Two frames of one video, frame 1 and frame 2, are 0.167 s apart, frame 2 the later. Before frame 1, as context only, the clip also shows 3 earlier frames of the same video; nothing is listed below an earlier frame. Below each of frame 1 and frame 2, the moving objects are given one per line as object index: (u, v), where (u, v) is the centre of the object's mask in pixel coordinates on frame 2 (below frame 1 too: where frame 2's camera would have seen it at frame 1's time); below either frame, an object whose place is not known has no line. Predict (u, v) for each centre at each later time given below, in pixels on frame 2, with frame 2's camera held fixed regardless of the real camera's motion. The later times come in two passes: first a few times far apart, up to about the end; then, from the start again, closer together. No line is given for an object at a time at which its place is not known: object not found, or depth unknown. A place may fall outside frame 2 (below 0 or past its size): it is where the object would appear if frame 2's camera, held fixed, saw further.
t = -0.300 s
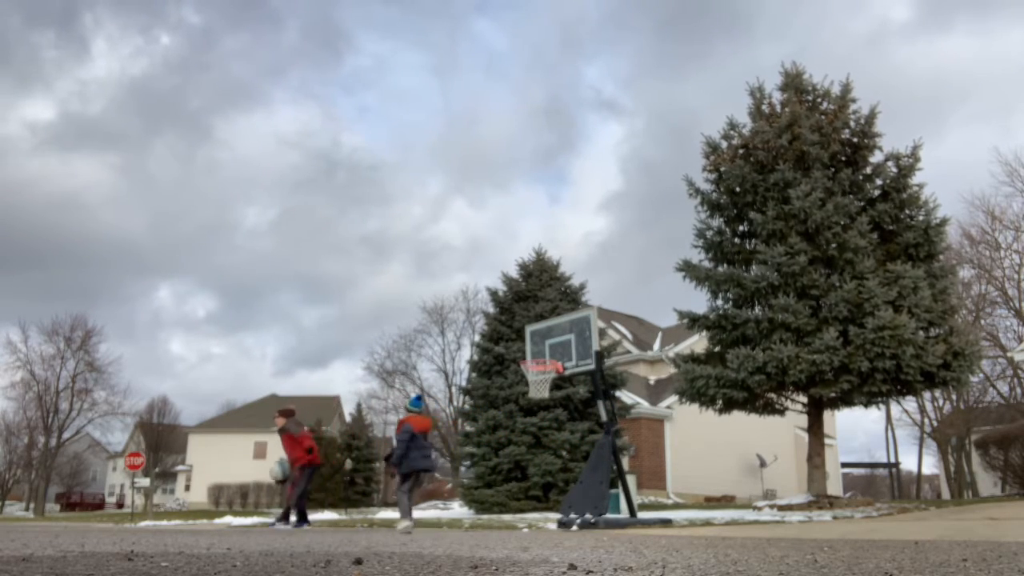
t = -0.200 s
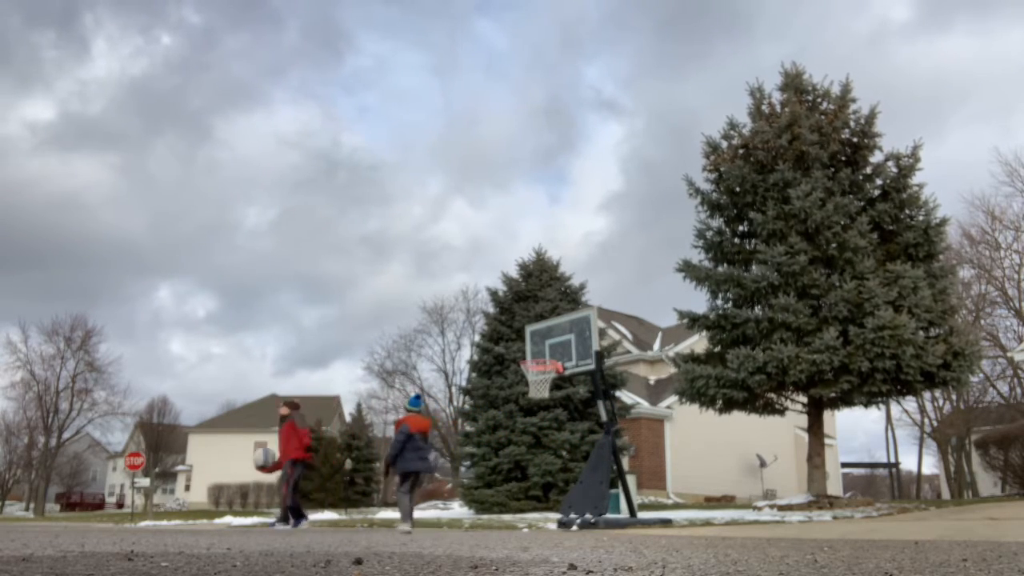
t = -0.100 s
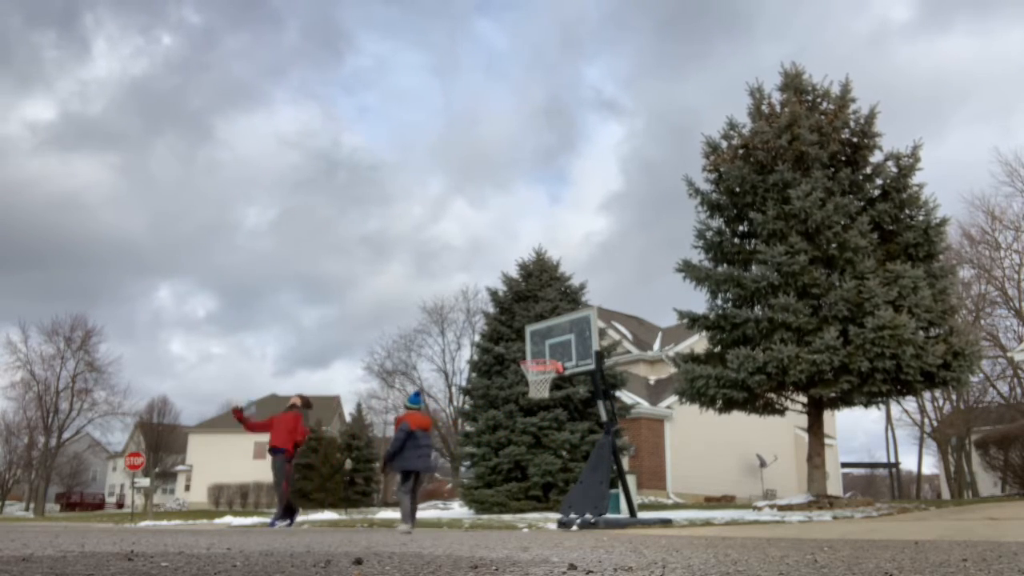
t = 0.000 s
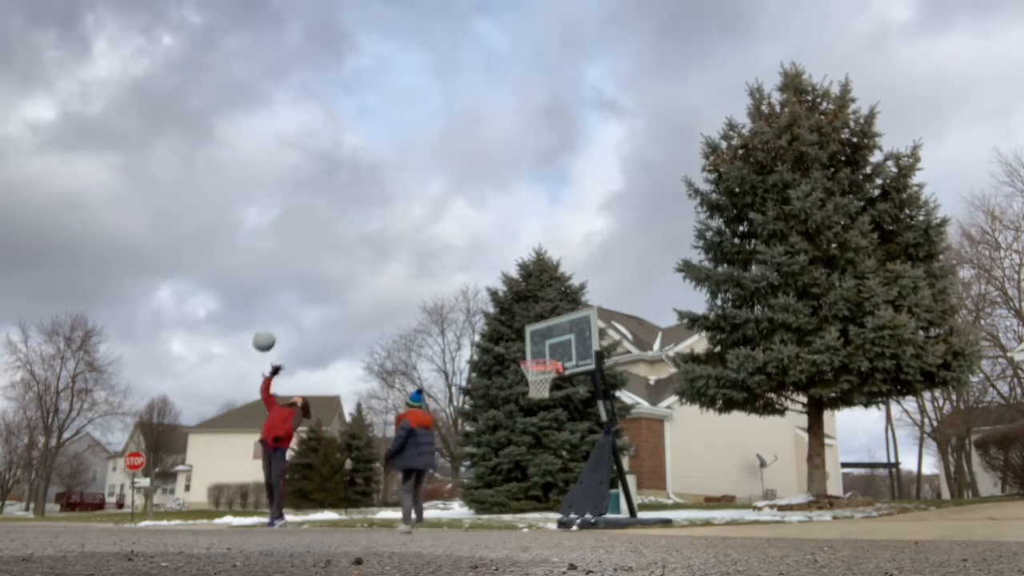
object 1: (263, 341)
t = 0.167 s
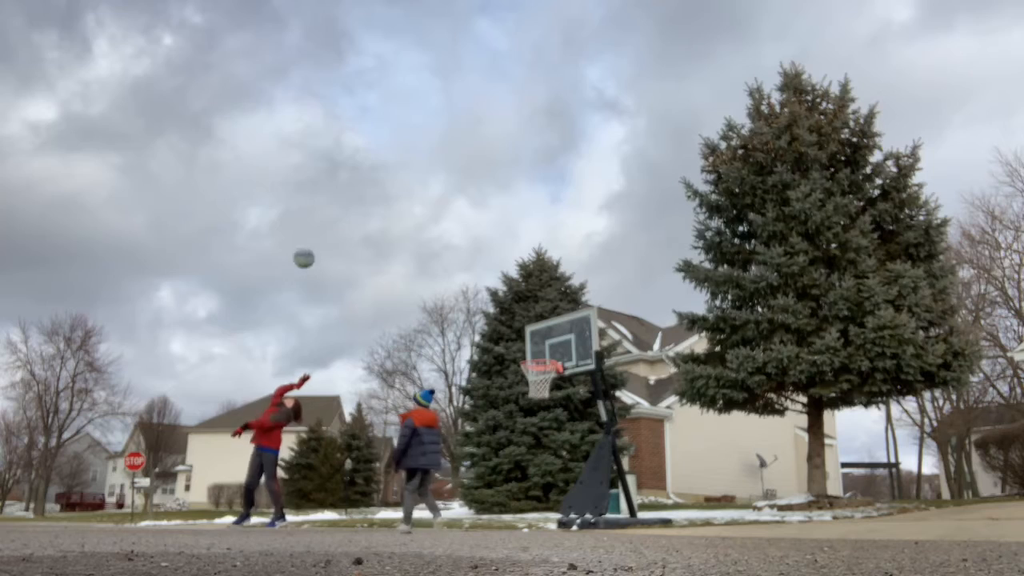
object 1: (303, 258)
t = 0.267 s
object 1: (324, 223)
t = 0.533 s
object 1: (372, 175)
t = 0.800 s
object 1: (412, 183)
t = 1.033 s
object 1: (444, 229)
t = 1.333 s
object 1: (482, 340)
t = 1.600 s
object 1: (514, 492)
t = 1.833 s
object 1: (529, 461)
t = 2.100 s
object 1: (540, 406)
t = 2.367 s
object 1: (552, 405)
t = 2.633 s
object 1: (564, 455)
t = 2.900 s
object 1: (542, 508)
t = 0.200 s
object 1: (310, 245)
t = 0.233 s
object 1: (317, 234)
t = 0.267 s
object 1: (324, 223)
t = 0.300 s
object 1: (331, 213)
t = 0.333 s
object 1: (337, 205)
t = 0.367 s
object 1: (343, 198)
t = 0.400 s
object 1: (349, 192)
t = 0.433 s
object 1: (355, 187)
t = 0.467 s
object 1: (361, 182)
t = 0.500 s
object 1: (367, 178)
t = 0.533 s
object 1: (372, 175)
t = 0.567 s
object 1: (377, 174)
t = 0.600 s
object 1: (382, 172)
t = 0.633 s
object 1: (388, 172)
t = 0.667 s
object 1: (393, 173)
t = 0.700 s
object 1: (398, 174)
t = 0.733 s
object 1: (403, 176)
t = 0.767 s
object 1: (407, 180)
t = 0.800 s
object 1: (412, 183)
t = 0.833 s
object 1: (417, 188)
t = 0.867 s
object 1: (421, 192)
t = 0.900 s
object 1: (426, 198)
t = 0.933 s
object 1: (430, 205)
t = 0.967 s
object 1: (435, 212)
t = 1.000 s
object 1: (439, 220)
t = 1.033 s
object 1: (444, 229)
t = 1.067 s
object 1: (448, 239)
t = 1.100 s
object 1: (452, 249)
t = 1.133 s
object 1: (456, 260)
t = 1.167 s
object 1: (461, 271)
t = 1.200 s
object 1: (464, 284)
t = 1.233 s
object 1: (469, 297)
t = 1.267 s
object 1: (473, 312)
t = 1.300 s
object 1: (479, 328)
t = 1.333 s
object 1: (482, 340)
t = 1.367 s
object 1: (486, 357)
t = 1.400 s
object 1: (489, 373)
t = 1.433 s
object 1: (493, 391)
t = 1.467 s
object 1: (497, 409)
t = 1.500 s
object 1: (501, 428)
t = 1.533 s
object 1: (506, 449)
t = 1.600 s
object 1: (514, 492)
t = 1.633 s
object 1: (519, 514)
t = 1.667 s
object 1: (521, 524)
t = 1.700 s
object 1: (522, 510)
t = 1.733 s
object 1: (524, 496)
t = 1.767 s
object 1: (525, 484)
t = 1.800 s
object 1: (527, 472)
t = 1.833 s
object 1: (529, 461)
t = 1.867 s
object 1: (530, 451)
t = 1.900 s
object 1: (532, 441)
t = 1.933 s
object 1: (533, 433)
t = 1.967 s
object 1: (534, 426)
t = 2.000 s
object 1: (536, 420)
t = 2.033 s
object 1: (537, 414)
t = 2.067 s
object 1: (538, 409)
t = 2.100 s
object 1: (540, 406)
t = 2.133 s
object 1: (541, 404)
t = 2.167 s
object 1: (543, 401)
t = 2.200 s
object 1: (544, 399)
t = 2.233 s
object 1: (546, 399)
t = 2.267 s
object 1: (547, 400)
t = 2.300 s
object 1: (548, 400)
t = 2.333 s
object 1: (550, 402)
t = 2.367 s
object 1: (552, 405)
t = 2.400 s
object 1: (553, 409)
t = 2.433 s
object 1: (555, 413)
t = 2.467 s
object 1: (556, 418)
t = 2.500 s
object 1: (558, 423)
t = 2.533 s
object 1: (559, 431)
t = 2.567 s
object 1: (561, 438)
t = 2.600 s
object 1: (562, 447)
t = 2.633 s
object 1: (564, 455)
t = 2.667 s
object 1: (565, 465)
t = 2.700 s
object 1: (567, 477)
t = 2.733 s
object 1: (567, 486)
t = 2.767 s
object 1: (562, 489)
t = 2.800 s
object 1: (557, 492)
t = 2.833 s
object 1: (552, 496)
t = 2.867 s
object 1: (547, 502)
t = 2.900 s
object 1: (542, 508)
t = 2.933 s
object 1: (536, 515)
